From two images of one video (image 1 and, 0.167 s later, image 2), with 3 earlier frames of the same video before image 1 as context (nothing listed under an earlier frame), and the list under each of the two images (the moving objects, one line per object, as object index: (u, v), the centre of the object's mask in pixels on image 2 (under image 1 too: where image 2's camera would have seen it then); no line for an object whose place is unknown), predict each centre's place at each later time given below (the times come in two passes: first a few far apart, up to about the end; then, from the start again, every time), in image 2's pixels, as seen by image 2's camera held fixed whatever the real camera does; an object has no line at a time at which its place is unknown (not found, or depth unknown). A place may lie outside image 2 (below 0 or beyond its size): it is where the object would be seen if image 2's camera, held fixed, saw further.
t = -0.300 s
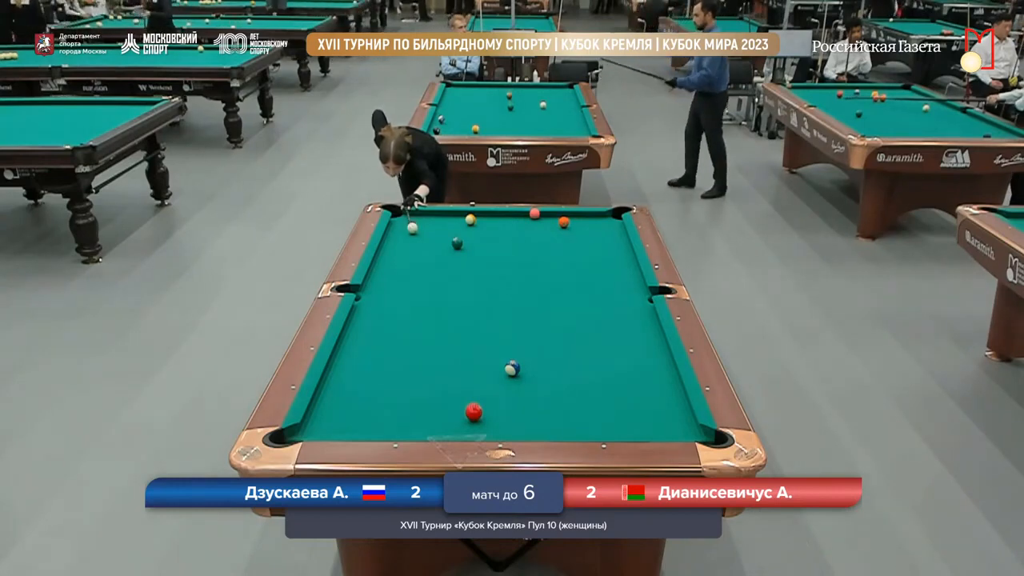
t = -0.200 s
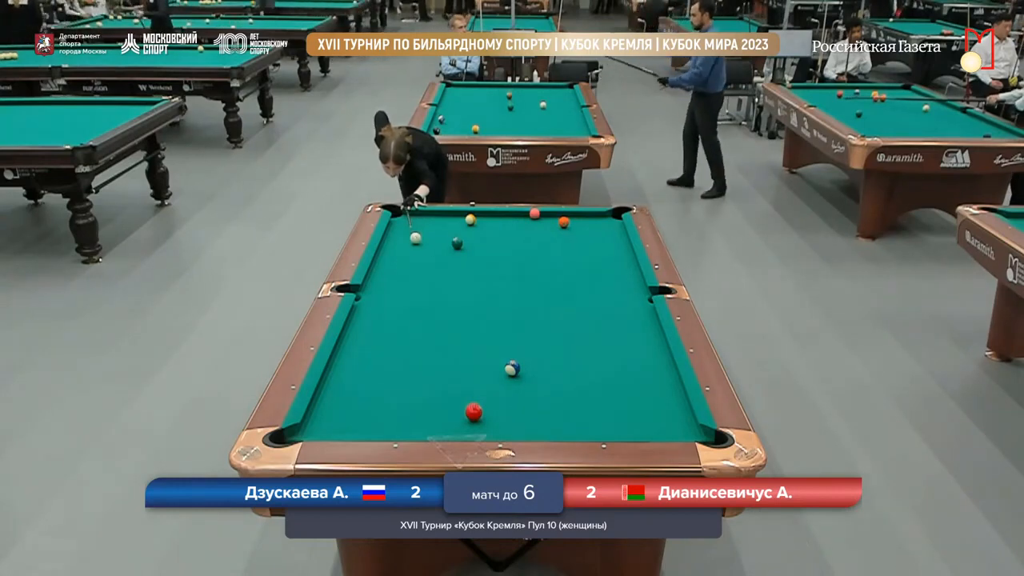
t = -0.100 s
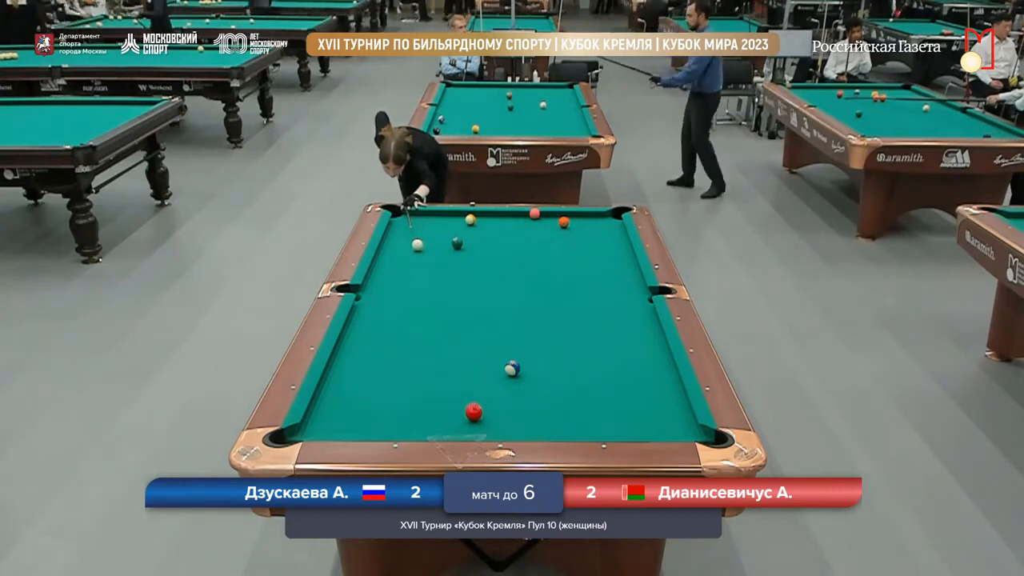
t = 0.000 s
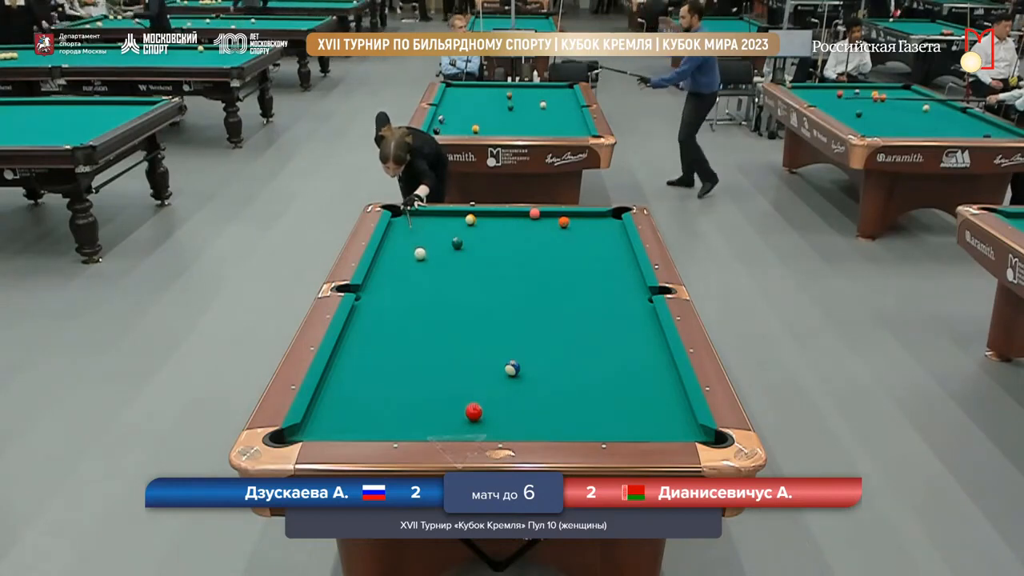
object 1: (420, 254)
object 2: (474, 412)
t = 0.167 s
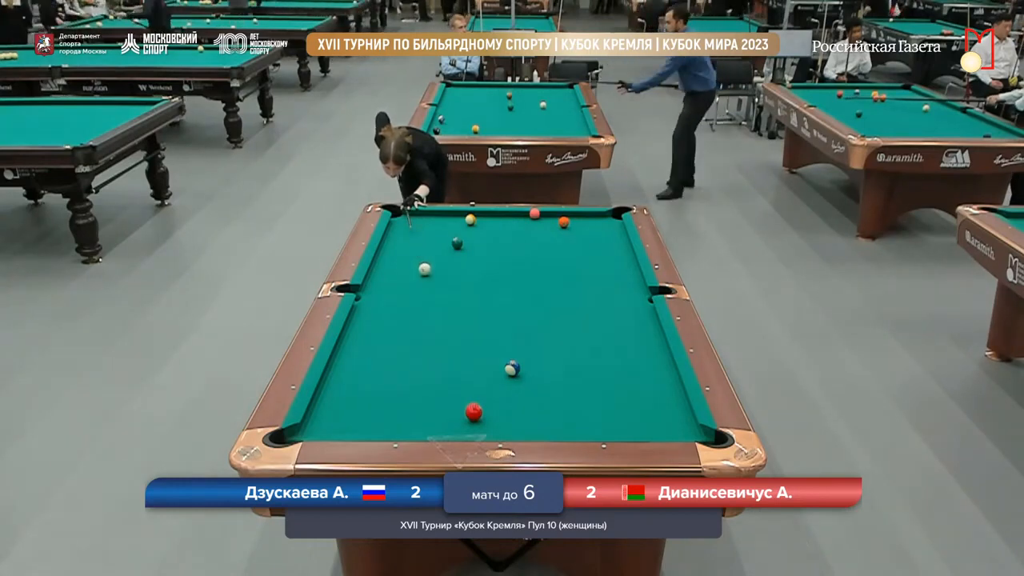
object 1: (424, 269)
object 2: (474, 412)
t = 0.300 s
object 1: (428, 281)
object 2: (474, 412)
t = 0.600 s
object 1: (438, 314)
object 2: (474, 412)
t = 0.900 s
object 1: (449, 348)
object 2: (474, 412)
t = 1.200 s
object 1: (461, 390)
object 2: (474, 412)
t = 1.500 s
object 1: (449, 415)
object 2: (499, 428)
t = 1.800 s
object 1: (430, 429)
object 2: (518, 414)
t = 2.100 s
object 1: (417, 424)
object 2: (534, 401)
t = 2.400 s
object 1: (406, 417)
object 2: (549, 389)
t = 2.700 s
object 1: (397, 410)
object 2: (563, 377)
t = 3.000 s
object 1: (389, 403)
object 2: (575, 368)
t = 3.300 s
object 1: (382, 399)
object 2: (585, 361)
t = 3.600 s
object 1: (375, 394)
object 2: (595, 353)
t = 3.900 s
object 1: (369, 391)
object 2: (603, 347)
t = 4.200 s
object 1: (365, 388)
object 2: (611, 341)
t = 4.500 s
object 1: (361, 386)
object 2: (618, 336)
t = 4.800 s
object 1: (358, 385)
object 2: (624, 332)
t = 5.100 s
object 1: (357, 384)
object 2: (629, 329)
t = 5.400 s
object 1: (357, 384)
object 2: (633, 326)
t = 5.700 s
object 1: (358, 384)
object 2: (636, 323)
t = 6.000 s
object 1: (358, 384)
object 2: (639, 321)
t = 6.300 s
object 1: (357, 384)
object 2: (641, 320)
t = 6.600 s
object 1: (357, 384)
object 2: (642, 319)
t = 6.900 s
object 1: (358, 384)
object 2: (642, 319)
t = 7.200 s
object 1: (358, 384)
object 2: (642, 319)
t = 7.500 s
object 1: (358, 384)
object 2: (642, 319)
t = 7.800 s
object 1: (357, 384)
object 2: (642, 319)
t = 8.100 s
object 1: (357, 384)
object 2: (642, 319)
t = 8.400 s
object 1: (357, 384)
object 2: (642, 319)
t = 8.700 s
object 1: (357, 384)
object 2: (642, 319)
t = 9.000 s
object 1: (357, 384)
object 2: (642, 319)
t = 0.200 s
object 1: (426, 273)
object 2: (474, 412)
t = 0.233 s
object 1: (427, 276)
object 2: (474, 412)
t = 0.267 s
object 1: (427, 278)
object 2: (474, 412)
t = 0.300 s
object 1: (428, 281)
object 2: (474, 412)
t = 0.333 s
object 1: (429, 284)
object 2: (474, 412)
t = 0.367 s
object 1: (430, 288)
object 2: (474, 412)
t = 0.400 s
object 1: (431, 291)
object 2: (474, 412)
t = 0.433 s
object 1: (432, 293)
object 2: (474, 412)
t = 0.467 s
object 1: (433, 297)
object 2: (474, 412)
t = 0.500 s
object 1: (434, 300)
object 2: (474, 412)
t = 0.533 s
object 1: (435, 304)
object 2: (474, 412)
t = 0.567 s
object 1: (437, 310)
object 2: (474, 412)
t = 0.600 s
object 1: (438, 314)
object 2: (474, 412)
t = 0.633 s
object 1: (439, 316)
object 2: (474, 412)
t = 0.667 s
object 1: (440, 320)
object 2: (474, 412)
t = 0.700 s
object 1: (441, 324)
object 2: (474, 412)
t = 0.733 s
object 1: (442, 328)
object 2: (474, 412)
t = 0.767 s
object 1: (444, 332)
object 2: (474, 412)
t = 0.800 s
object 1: (445, 337)
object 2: (474, 412)
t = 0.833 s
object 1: (446, 339)
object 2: (474, 412)
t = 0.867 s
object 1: (447, 344)
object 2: (474, 412)
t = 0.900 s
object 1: (449, 348)
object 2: (474, 412)
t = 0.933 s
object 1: (450, 353)
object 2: (474, 412)
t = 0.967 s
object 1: (452, 360)
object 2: (474, 412)
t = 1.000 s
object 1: (453, 362)
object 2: (474, 412)
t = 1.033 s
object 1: (454, 367)
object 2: (474, 412)
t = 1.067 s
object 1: (456, 372)
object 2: (474, 412)
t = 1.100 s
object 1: (457, 377)
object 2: (474, 412)
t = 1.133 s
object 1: (459, 382)
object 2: (474, 412)
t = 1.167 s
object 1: (461, 388)
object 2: (474, 412)
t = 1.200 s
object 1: (461, 390)
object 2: (474, 412)
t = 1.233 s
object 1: (463, 396)
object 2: (474, 412)
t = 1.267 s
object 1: (464, 400)
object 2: (474, 412)
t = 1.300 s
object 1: (463, 404)
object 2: (476, 414)
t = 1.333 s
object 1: (461, 406)
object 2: (481, 419)
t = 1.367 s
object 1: (457, 408)
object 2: (488, 425)
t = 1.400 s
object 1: (456, 409)
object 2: (490, 426)
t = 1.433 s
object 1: (454, 411)
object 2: (494, 429)
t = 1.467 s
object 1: (451, 413)
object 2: (497, 429)
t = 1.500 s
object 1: (449, 415)
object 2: (499, 428)
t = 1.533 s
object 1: (447, 417)
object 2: (502, 426)
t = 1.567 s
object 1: (445, 419)
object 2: (504, 425)
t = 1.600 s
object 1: (444, 420)
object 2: (505, 424)
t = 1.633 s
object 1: (441, 422)
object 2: (508, 423)
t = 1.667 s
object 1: (439, 424)
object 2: (510, 421)
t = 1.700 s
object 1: (437, 425)
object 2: (512, 419)
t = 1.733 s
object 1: (435, 426)
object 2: (514, 418)
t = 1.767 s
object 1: (432, 428)
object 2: (516, 416)
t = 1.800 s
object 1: (430, 429)
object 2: (518, 414)
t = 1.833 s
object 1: (428, 429)
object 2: (520, 412)
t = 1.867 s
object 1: (427, 429)
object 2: (522, 411)
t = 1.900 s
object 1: (425, 428)
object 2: (524, 409)
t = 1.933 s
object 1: (424, 427)
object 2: (526, 408)
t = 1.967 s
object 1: (423, 427)
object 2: (527, 407)
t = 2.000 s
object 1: (421, 426)
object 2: (529, 405)
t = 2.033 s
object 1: (420, 425)
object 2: (531, 404)
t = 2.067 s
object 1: (419, 425)
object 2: (532, 402)
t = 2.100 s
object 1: (417, 424)
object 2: (534, 401)
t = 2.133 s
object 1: (416, 423)
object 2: (536, 399)
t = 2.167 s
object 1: (415, 422)
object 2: (538, 398)
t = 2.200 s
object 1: (413, 422)
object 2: (540, 396)
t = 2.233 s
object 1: (412, 421)
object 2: (541, 395)
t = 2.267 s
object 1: (411, 420)
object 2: (543, 393)
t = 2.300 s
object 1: (410, 419)
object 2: (545, 392)
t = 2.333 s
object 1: (409, 418)
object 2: (545, 391)
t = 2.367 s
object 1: (408, 418)
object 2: (547, 390)
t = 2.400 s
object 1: (406, 417)
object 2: (549, 389)
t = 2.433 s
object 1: (405, 416)
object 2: (550, 387)
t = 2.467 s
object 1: (404, 415)
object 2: (552, 386)
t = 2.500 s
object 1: (403, 414)
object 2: (554, 385)
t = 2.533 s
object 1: (402, 414)
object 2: (554, 384)
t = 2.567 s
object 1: (401, 412)
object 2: (557, 382)
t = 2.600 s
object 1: (400, 411)
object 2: (558, 381)
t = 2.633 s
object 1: (399, 411)
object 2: (560, 380)
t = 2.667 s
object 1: (398, 410)
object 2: (561, 378)
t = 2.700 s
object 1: (397, 410)
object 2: (563, 377)
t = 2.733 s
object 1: (396, 409)
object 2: (564, 377)
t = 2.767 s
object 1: (395, 408)
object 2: (565, 376)
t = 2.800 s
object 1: (394, 408)
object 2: (566, 375)
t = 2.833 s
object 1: (393, 407)
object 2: (568, 374)
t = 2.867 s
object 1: (392, 406)
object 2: (569, 372)
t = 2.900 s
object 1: (391, 405)
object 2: (571, 371)
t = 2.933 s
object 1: (391, 405)
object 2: (571, 371)
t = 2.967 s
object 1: (389, 404)
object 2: (573, 369)
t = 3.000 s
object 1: (389, 403)
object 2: (575, 368)
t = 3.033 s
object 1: (388, 403)
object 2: (576, 367)
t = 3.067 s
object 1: (387, 402)
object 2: (577, 366)
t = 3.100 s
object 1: (386, 402)
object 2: (578, 366)
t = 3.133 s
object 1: (385, 401)
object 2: (579, 365)
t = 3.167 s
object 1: (384, 401)
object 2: (580, 364)
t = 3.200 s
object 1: (384, 400)
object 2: (582, 363)
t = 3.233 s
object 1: (383, 399)
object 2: (583, 362)
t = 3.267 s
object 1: (382, 399)
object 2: (584, 361)
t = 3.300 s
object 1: (382, 399)
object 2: (585, 361)
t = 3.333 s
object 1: (381, 398)
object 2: (586, 360)
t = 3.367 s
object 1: (380, 397)
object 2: (588, 358)
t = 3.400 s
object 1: (379, 397)
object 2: (589, 357)
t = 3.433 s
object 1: (378, 396)
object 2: (590, 357)
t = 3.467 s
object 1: (377, 396)
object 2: (591, 356)
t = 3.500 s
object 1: (377, 396)
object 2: (591, 355)
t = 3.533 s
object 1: (376, 395)
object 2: (593, 355)
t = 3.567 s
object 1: (375, 395)
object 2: (594, 354)
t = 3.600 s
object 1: (375, 394)
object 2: (595, 353)
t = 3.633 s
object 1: (374, 394)
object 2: (596, 352)
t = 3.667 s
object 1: (374, 394)
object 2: (596, 352)
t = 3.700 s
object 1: (373, 393)
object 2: (597, 351)
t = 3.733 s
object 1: (372, 393)
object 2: (598, 350)
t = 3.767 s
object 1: (371, 392)
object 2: (600, 349)
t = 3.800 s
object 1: (371, 392)
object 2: (601, 349)
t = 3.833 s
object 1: (370, 391)
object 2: (602, 348)
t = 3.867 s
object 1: (370, 391)
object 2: (602, 347)
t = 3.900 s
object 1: (369, 391)
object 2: (603, 347)
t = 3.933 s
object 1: (369, 390)
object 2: (604, 346)
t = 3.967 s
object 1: (368, 390)
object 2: (605, 345)
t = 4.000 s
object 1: (368, 390)
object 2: (606, 345)
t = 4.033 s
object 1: (367, 389)
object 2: (607, 344)
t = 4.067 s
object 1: (367, 389)
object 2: (608, 344)
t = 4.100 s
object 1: (367, 389)
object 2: (608, 343)
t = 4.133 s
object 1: (366, 388)
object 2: (609, 343)
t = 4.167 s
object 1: (365, 388)
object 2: (611, 342)
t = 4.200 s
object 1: (365, 388)
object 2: (611, 341)
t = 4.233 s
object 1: (365, 388)
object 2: (612, 341)
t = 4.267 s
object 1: (364, 387)
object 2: (613, 340)
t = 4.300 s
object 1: (364, 387)
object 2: (613, 340)
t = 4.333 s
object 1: (363, 387)
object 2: (614, 339)
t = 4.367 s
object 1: (363, 387)
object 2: (615, 338)
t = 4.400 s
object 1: (362, 387)
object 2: (616, 338)
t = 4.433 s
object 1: (362, 387)
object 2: (616, 338)
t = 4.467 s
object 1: (362, 387)
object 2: (617, 337)
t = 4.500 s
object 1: (361, 386)
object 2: (618, 336)
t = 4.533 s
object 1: (361, 386)
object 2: (619, 336)
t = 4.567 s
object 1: (360, 386)
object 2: (620, 335)
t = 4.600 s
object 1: (360, 386)
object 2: (620, 335)
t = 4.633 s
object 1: (360, 386)
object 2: (621, 334)
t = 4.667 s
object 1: (359, 385)
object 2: (621, 334)
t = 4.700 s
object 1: (359, 385)
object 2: (622, 333)
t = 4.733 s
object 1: (359, 385)
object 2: (623, 333)
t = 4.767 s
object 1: (359, 385)
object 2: (623, 333)
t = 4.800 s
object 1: (358, 385)
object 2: (624, 332)
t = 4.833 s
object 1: (358, 385)
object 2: (624, 332)
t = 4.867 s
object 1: (358, 385)
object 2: (625, 331)
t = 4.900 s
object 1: (358, 385)
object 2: (626, 331)
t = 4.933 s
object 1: (357, 385)
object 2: (626, 331)
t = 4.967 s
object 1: (357, 384)
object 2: (627, 330)
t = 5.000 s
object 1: (357, 384)
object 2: (627, 330)
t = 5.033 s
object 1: (357, 384)
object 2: (628, 329)
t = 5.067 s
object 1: (357, 384)
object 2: (629, 329)
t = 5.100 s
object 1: (357, 384)
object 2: (629, 329)
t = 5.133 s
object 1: (357, 384)
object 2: (630, 328)
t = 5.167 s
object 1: (357, 384)
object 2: (630, 328)
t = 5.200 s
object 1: (357, 384)
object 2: (630, 328)
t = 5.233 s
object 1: (357, 384)
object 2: (631, 327)
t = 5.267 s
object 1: (357, 384)
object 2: (631, 327)
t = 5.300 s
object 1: (357, 384)
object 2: (632, 327)
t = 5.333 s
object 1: (357, 384)
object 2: (632, 327)
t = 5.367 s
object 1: (357, 384)
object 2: (633, 326)
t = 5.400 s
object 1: (357, 384)
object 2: (633, 326)
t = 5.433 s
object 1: (357, 384)
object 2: (633, 325)
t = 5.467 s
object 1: (357, 384)
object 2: (634, 325)
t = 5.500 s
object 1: (357, 384)
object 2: (634, 325)
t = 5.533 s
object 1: (358, 384)
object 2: (635, 325)
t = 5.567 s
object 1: (358, 384)
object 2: (635, 324)
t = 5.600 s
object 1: (358, 384)
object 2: (635, 324)
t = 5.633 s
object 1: (358, 384)
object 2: (636, 324)
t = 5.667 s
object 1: (358, 384)
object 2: (636, 323)
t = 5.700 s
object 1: (358, 384)
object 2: (636, 323)
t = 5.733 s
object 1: (358, 384)
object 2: (636, 323)
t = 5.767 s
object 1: (358, 384)
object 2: (637, 323)
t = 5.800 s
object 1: (358, 384)
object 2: (637, 323)
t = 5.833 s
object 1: (358, 384)
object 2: (638, 323)
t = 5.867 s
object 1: (358, 384)
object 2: (638, 322)
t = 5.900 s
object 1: (358, 384)
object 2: (638, 322)
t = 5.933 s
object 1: (358, 384)
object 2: (639, 322)
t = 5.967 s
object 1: (358, 384)
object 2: (639, 322)
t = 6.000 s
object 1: (358, 384)
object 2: (639, 321)
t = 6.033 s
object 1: (358, 384)
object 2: (639, 321)
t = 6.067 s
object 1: (357, 384)
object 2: (639, 321)
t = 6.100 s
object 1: (357, 384)
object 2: (639, 321)
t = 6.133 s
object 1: (357, 384)
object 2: (639, 321)
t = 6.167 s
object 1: (357, 384)
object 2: (640, 321)
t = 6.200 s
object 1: (357, 384)
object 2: (640, 321)
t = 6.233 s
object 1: (357, 384)
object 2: (640, 320)
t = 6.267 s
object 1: (357, 384)
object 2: (640, 320)
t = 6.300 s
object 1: (357, 384)
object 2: (641, 320)
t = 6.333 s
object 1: (357, 384)
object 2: (640, 320)
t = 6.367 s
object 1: (357, 384)
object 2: (641, 320)
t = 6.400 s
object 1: (357, 384)
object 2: (641, 320)
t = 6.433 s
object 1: (357, 384)
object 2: (641, 320)
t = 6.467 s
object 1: (357, 384)
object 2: (641, 320)
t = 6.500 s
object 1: (357, 384)
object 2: (641, 320)
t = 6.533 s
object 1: (357, 384)
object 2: (641, 319)
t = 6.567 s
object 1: (357, 384)
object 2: (642, 319)
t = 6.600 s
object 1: (357, 384)
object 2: (642, 319)
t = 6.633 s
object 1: (357, 384)
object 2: (642, 319)
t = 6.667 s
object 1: (357, 384)
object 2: (642, 319)
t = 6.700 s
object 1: (357, 384)
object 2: (642, 319)
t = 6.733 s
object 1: (357, 384)
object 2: (642, 319)
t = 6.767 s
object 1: (357, 384)
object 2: (642, 319)
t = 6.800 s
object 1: (357, 384)
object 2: (642, 319)
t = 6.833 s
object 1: (357, 384)
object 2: (642, 319)
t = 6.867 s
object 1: (357, 384)
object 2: (642, 319)
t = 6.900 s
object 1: (358, 384)
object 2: (642, 319)
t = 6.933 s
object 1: (358, 384)
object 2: (642, 319)
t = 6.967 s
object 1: (358, 384)
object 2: (642, 319)
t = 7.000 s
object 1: (358, 384)
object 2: (642, 319)
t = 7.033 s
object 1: (358, 384)
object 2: (642, 319)
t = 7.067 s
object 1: (358, 384)
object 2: (642, 319)
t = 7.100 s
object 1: (358, 384)
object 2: (642, 319)
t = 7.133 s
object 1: (358, 384)
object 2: (642, 319)
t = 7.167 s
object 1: (358, 384)
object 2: (642, 319)
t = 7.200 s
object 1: (358, 384)
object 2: (642, 319)
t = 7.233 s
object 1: (358, 384)
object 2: (642, 319)
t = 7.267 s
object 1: (358, 384)
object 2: (642, 319)
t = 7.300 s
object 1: (358, 384)
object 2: (642, 319)
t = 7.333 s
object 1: (358, 384)
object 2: (642, 319)
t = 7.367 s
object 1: (358, 384)
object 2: (642, 319)
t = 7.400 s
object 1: (358, 384)
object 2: (642, 319)
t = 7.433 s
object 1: (358, 384)
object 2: (642, 319)
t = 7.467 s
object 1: (358, 384)
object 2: (642, 319)
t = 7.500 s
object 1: (358, 384)
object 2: (642, 319)
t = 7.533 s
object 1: (358, 384)
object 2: (642, 319)
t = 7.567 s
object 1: (358, 384)
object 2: (642, 319)
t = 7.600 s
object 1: (358, 384)
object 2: (642, 319)
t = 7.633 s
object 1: (358, 384)
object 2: (642, 319)
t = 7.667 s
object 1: (358, 384)
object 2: (642, 319)
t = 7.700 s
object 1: (358, 384)
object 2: (642, 319)
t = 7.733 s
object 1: (358, 384)
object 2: (642, 319)
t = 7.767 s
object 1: (357, 384)
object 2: (642, 319)
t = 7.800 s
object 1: (357, 384)
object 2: (642, 319)
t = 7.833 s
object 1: (357, 384)
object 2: (642, 319)
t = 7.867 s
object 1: (357, 384)
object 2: (642, 319)
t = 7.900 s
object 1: (357, 384)
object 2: (642, 319)
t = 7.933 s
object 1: (357, 384)
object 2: (642, 319)
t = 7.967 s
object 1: (357, 384)
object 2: (642, 319)
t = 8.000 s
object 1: (358, 384)
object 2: (642, 319)
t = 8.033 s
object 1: (357, 384)
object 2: (642, 319)
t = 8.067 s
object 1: (357, 384)
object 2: (642, 319)
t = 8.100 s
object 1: (357, 384)
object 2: (642, 319)
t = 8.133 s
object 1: (357, 384)
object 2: (642, 319)
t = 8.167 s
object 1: (357, 384)
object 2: (642, 319)
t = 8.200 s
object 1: (357, 384)
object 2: (642, 319)
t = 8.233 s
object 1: (357, 384)
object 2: (642, 319)
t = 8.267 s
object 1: (357, 384)
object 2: (642, 319)
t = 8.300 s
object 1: (357, 384)
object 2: (642, 319)
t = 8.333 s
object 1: (357, 384)
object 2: (642, 319)
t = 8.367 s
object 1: (357, 384)
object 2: (642, 319)
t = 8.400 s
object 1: (357, 384)
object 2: (642, 319)
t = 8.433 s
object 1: (357, 384)
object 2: (642, 319)
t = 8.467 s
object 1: (357, 384)
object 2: (642, 319)
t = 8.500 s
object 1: (357, 384)
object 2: (642, 319)
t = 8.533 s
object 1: (357, 384)
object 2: (642, 319)
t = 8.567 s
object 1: (357, 384)
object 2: (642, 319)
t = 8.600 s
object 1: (357, 384)
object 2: (642, 319)
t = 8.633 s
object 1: (357, 384)
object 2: (642, 319)
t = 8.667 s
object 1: (357, 384)
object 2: (642, 319)
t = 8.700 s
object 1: (357, 384)
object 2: (642, 319)
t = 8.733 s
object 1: (357, 384)
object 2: (642, 319)
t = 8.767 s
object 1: (357, 384)
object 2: (642, 319)
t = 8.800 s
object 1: (357, 384)
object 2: (642, 319)
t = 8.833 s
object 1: (357, 384)
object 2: (642, 319)
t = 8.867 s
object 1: (357, 384)
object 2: (642, 319)
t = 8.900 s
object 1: (357, 384)
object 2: (642, 319)
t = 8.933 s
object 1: (357, 384)
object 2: (642, 319)
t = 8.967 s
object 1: (357, 384)
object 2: (642, 319)
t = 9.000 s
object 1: (357, 384)
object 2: (642, 319)
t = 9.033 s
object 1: (357, 384)
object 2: (642, 319)
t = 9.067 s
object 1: (357, 384)
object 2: (642, 319)
